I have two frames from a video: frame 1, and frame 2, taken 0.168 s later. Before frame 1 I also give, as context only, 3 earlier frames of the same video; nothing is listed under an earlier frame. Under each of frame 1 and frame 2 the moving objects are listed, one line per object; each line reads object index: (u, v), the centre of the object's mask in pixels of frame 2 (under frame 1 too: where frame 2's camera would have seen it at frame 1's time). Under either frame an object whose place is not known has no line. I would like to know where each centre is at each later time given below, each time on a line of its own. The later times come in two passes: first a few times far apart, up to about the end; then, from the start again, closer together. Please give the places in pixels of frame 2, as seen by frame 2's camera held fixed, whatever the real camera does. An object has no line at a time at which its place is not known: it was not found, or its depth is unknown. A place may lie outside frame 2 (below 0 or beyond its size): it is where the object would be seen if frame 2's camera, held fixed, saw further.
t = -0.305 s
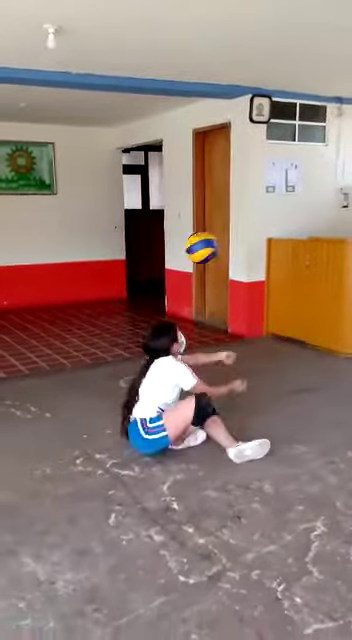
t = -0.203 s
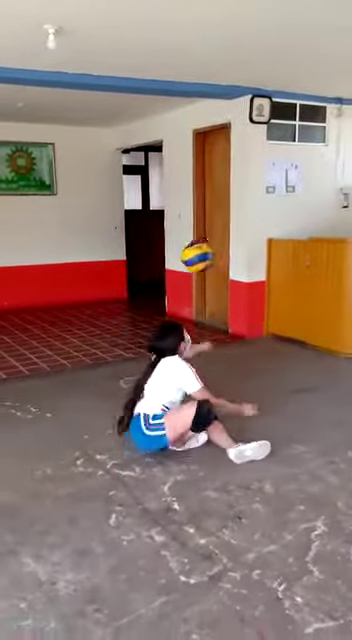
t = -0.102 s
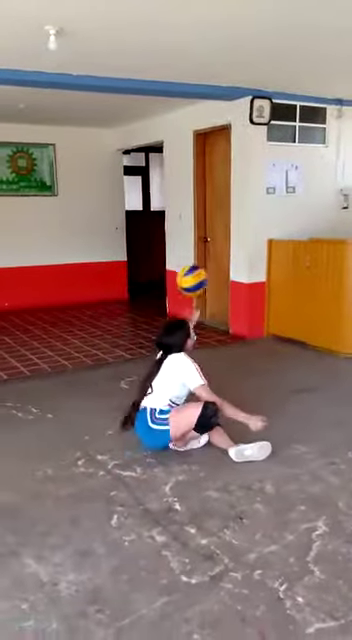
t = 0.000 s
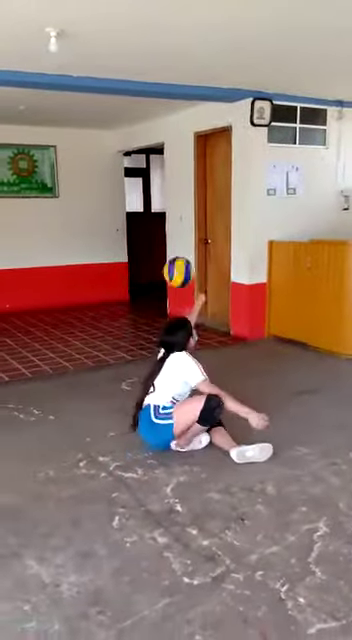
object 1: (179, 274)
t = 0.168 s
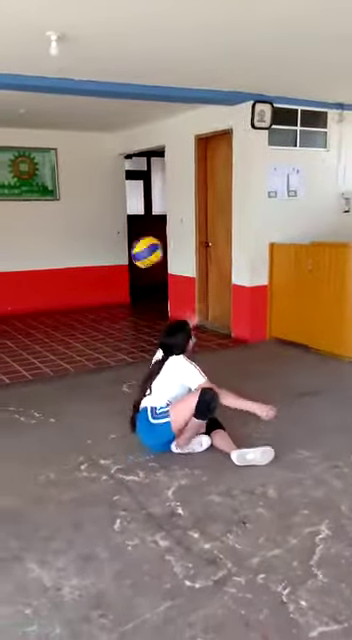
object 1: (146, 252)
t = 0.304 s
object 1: (119, 264)
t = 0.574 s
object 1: (66, 378)
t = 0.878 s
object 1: (-11, 357)
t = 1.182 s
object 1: (-99, 365)
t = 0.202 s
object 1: (140, 252)
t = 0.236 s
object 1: (133, 254)
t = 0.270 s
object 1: (126, 258)
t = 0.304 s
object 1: (119, 264)
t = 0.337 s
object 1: (112, 271)
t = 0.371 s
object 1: (105, 281)
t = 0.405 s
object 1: (99, 292)
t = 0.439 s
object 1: (91, 305)
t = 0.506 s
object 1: (79, 338)
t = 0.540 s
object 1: (72, 357)
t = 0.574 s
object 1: (66, 378)
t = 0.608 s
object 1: (60, 399)
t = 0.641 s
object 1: (53, 423)
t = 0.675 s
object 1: (46, 431)
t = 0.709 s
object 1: (37, 415)
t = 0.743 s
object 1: (27, 401)
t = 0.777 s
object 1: (17, 388)
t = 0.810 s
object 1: (10, 378)
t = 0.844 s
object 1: (-1, 366)
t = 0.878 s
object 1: (-11, 357)
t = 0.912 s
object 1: (-21, 351)
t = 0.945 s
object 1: (-31, 346)
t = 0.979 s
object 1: (-41, 343)
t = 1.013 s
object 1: (-50, 341)
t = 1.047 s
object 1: (-61, 343)
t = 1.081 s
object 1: (-70, 345)
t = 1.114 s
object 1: (-80, 349)
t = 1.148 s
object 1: (-89, 357)
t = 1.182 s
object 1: (-99, 365)
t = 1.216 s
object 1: (-107, 376)
